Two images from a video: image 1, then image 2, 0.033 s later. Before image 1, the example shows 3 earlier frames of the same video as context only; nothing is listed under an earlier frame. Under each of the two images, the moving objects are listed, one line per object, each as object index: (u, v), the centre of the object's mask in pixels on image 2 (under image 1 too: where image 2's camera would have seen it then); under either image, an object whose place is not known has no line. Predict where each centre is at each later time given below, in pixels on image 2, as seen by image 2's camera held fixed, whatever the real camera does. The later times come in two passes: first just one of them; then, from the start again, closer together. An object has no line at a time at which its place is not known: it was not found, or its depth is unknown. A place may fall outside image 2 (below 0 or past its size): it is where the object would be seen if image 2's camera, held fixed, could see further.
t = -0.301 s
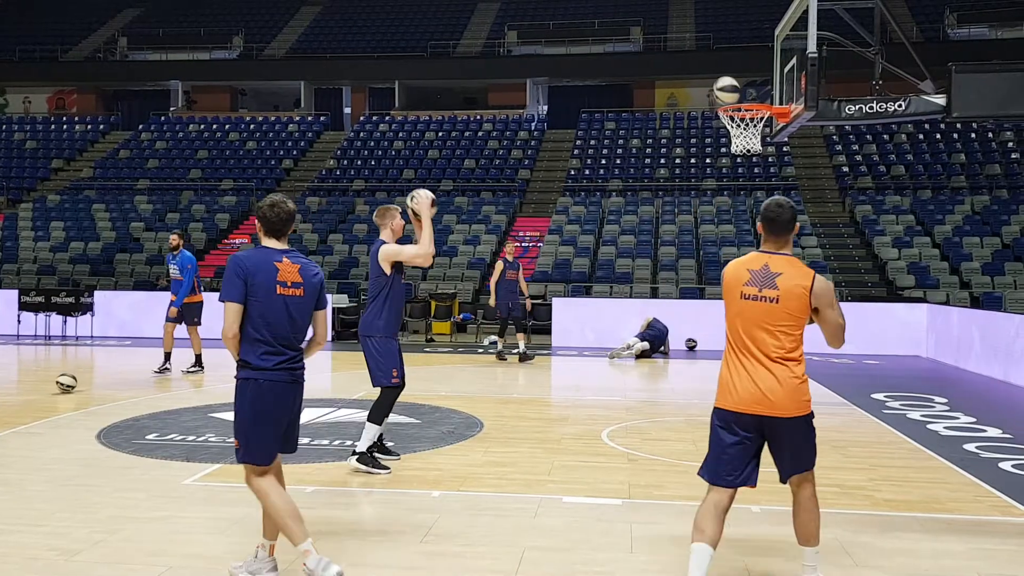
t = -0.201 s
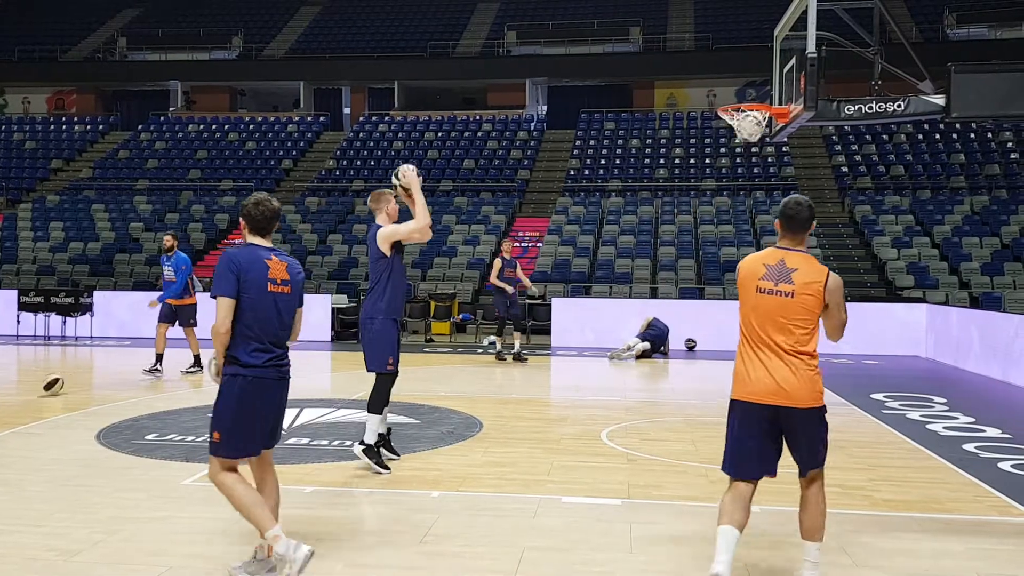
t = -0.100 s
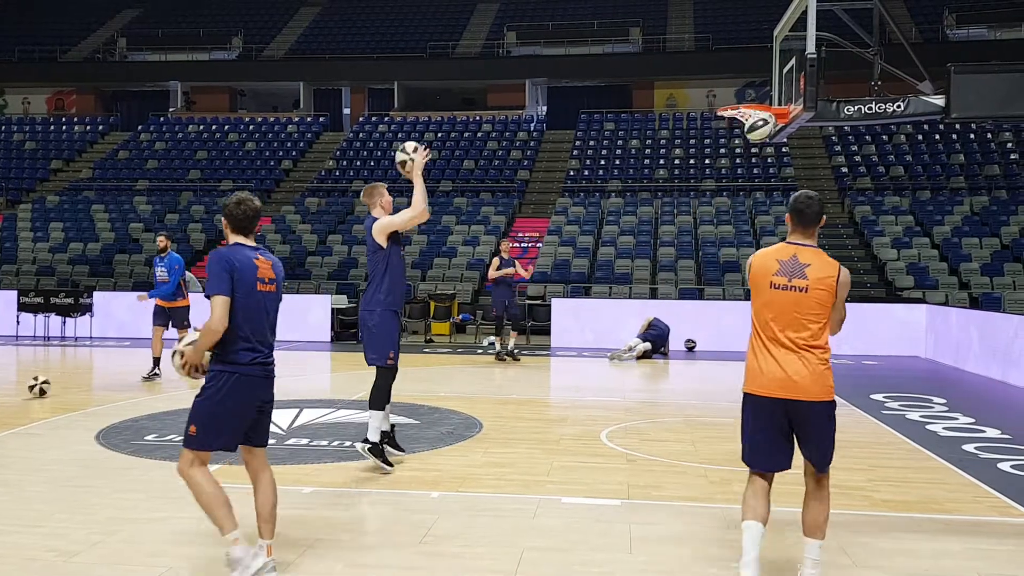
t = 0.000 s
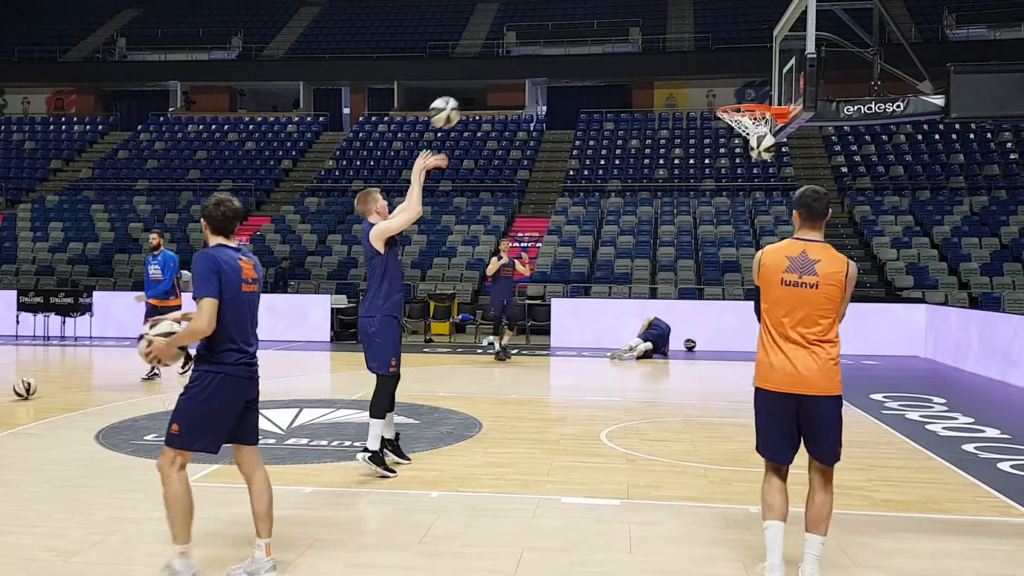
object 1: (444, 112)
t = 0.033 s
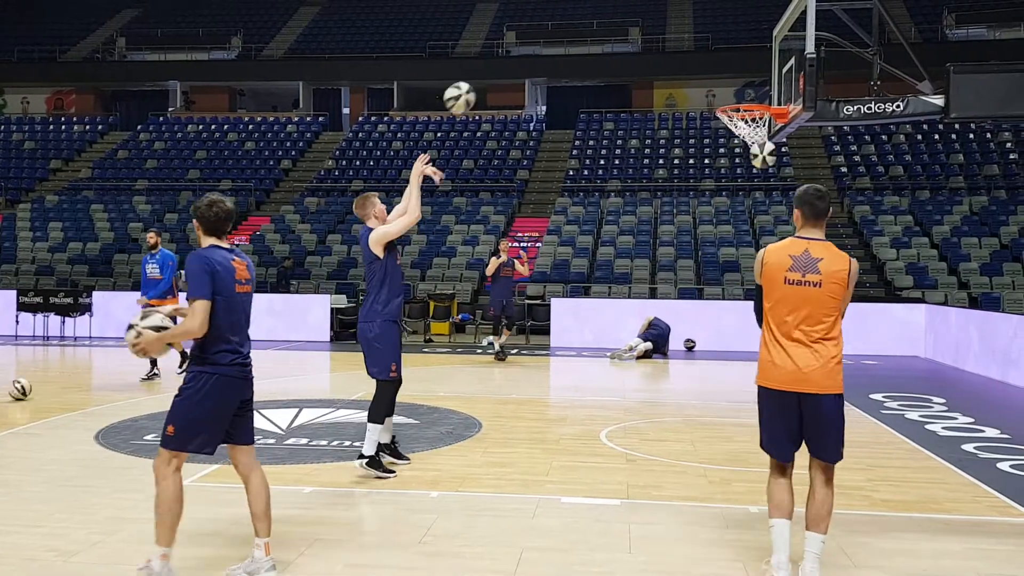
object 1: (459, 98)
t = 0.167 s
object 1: (519, 53)
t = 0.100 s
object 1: (490, 73)
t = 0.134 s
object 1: (505, 63)
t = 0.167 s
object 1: (519, 53)
